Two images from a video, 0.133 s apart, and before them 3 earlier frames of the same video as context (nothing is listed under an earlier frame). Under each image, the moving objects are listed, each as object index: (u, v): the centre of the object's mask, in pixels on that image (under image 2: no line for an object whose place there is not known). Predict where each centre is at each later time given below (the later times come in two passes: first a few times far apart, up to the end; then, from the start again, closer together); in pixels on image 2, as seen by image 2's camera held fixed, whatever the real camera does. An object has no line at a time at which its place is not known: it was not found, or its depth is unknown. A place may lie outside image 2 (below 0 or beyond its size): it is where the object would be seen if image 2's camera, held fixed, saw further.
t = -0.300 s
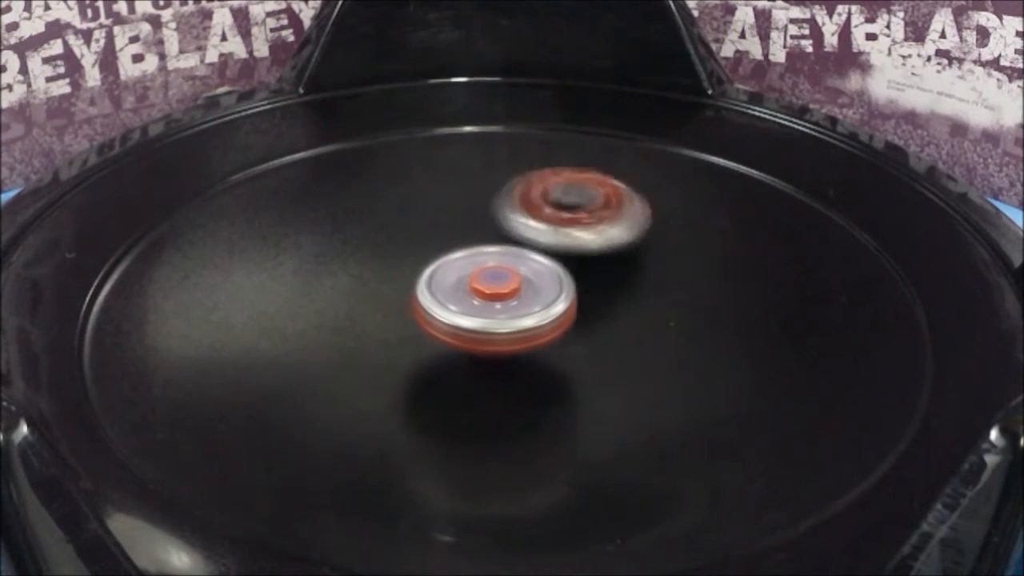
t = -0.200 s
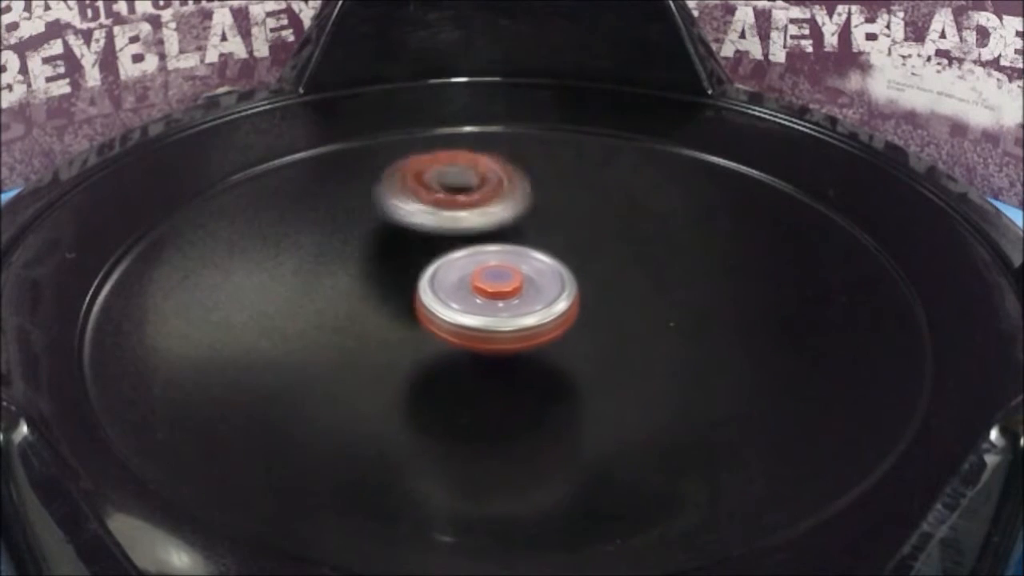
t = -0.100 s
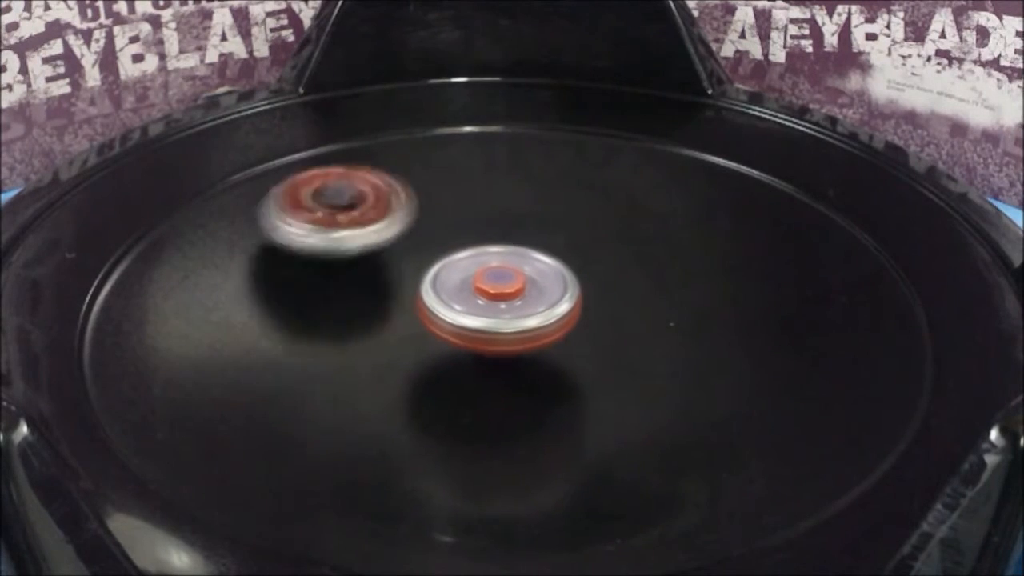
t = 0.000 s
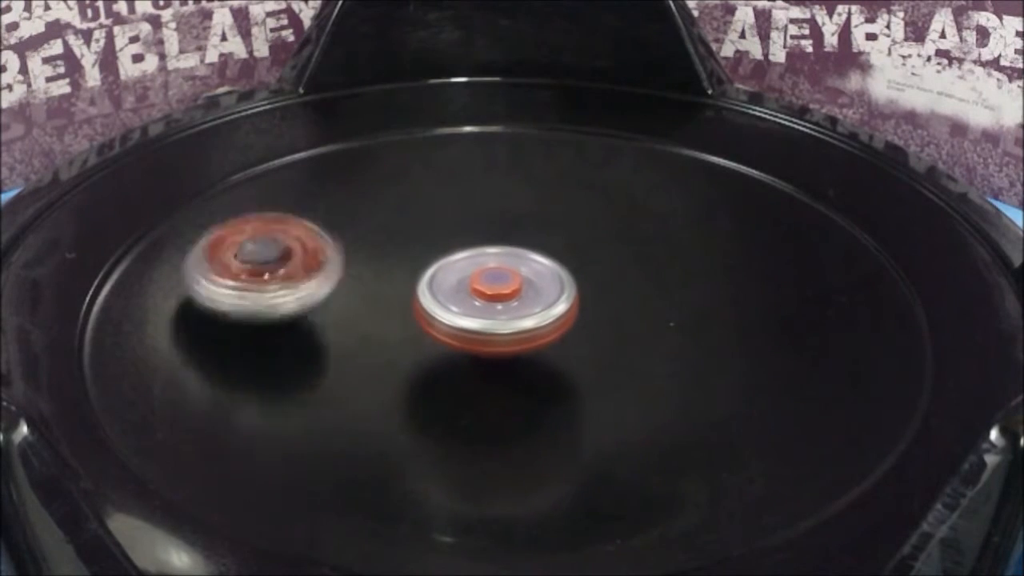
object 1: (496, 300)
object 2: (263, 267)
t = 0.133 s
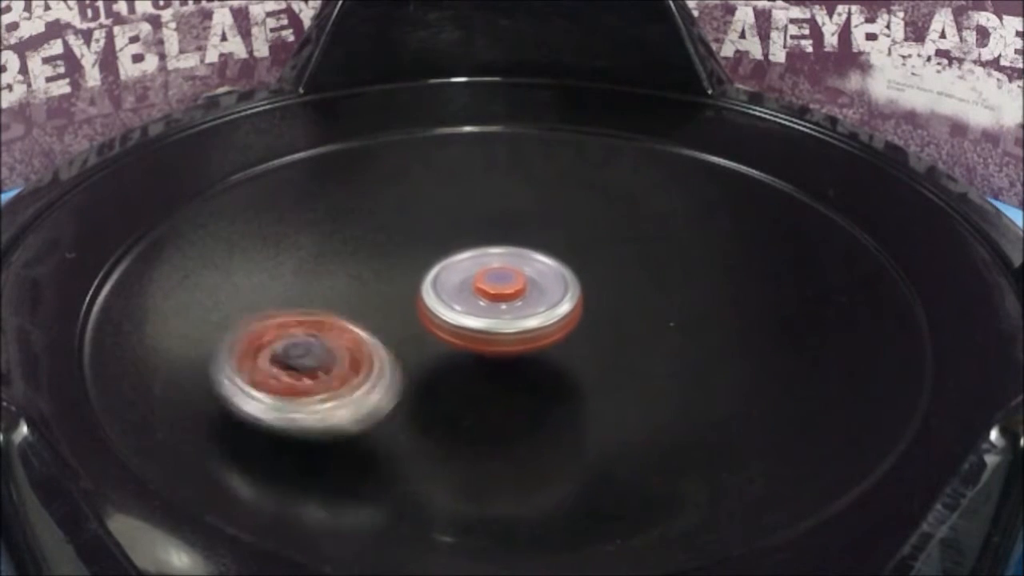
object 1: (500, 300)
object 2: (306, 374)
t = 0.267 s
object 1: (501, 303)
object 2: (507, 422)
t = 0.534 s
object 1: (503, 305)
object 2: (694, 267)
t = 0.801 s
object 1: (500, 307)
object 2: (434, 187)
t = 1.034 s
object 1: (502, 310)
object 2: (301, 328)
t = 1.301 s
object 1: (503, 306)
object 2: (643, 402)
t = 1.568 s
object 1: (491, 306)
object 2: (665, 231)
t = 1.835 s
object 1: (492, 306)
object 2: (362, 236)
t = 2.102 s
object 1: (489, 302)
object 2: (408, 418)
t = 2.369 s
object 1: (490, 301)
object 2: (711, 342)
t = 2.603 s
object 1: (490, 299)
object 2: (552, 217)
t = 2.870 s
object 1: (490, 299)
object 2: (288, 291)
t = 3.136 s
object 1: (494, 299)
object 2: (516, 430)
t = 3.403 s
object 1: (496, 301)
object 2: (660, 275)
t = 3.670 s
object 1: (500, 304)
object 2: (393, 212)
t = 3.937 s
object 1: (500, 306)
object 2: (330, 373)
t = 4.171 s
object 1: (499, 308)
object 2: (640, 377)
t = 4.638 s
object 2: (374, 221)
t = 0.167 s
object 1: (502, 301)
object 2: (346, 396)
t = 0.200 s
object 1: (502, 302)
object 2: (394, 411)
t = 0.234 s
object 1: (502, 303)
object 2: (449, 420)
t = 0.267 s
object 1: (501, 303)
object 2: (507, 422)
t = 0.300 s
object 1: (501, 303)
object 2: (559, 417)
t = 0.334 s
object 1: (502, 303)
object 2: (607, 404)
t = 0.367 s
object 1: (502, 303)
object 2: (646, 386)
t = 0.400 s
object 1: (504, 304)
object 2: (676, 364)
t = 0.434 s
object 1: (504, 305)
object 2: (695, 340)
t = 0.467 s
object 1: (504, 305)
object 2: (704, 315)
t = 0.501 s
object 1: (503, 305)
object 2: (703, 290)
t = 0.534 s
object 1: (503, 305)
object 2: (694, 267)
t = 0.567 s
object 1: (503, 305)
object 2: (677, 246)
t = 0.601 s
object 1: (503, 306)
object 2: (654, 226)
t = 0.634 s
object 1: (503, 306)
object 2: (626, 210)
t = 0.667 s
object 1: (504, 306)
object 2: (592, 197)
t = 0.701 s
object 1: (503, 307)
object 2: (555, 188)
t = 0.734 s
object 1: (502, 307)
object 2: (514, 183)
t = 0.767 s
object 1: (501, 307)
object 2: (474, 183)
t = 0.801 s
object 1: (500, 307)
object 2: (434, 187)
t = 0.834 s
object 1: (500, 307)
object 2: (396, 196)
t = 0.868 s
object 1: (501, 307)
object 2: (361, 210)
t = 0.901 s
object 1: (502, 308)
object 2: (331, 228)
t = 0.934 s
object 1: (502, 309)
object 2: (309, 250)
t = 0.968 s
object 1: (501, 309)
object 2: (296, 274)
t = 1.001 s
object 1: (502, 310)
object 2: (293, 301)
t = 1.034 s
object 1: (502, 310)
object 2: (301, 328)
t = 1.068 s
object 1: (504, 310)
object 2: (323, 357)
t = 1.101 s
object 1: (505, 312)
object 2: (352, 380)
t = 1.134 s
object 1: (504, 312)
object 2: (392, 400)
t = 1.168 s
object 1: (503, 310)
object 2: (440, 414)
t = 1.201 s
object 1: (501, 308)
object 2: (493, 422)
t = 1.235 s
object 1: (501, 307)
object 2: (547, 423)
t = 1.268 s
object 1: (502, 306)
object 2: (597, 416)
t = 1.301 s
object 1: (503, 306)
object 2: (643, 402)
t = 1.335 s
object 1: (503, 306)
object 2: (680, 384)
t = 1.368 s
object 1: (503, 306)
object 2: (707, 362)
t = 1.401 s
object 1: (501, 307)
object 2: (722, 339)
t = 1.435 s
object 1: (499, 308)
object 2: (729, 315)
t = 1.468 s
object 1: (496, 308)
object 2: (724, 292)
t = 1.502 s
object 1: (494, 308)
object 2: (712, 269)
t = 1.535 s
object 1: (492, 307)
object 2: (691, 249)
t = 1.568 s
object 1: (491, 306)
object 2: (665, 231)
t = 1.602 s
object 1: (490, 305)
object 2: (633, 217)
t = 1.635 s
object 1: (491, 304)
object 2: (597, 207)
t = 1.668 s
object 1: (492, 304)
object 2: (557, 201)
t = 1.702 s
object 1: (493, 304)
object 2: (515, 199)
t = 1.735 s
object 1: (494, 304)
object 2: (475, 202)
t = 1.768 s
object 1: (494, 305)
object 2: (434, 209)
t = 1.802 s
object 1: (493, 305)
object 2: (395, 221)
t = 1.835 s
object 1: (492, 306)
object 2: (362, 236)
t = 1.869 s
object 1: (490, 306)
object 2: (336, 255)
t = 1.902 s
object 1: (488, 305)
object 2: (316, 277)
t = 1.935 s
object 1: (487, 304)
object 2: (306, 301)
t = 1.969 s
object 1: (487, 303)
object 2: (305, 328)
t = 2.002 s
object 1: (488, 302)
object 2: (314, 354)
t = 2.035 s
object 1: (488, 302)
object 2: (336, 379)
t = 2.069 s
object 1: (489, 302)
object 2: (367, 400)
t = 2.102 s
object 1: (489, 302)
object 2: (408, 418)
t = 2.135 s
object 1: (488, 302)
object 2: (456, 430)
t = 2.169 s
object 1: (487, 303)
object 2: (509, 435)
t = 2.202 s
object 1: (486, 302)
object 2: (561, 433)
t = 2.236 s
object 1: (485, 302)
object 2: (609, 423)
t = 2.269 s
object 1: (486, 301)
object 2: (650, 408)
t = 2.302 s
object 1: (487, 300)
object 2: (682, 388)
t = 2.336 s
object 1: (489, 300)
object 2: (702, 365)
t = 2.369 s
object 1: (490, 301)
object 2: (711, 342)
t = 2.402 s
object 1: (490, 302)
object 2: (710, 317)
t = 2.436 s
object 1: (488, 302)
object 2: (700, 295)
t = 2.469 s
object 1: (486, 302)
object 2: (681, 273)
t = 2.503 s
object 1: (486, 301)
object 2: (656, 254)
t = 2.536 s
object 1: (486, 299)
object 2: (625, 239)
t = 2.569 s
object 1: (488, 299)
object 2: (591, 226)
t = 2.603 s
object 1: (490, 299)
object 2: (552, 217)
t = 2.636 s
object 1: (492, 299)
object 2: (513, 212)
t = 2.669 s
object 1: (493, 300)
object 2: (471, 211)
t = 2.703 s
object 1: (493, 300)
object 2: (430, 215)
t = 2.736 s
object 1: (493, 300)
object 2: (392, 224)
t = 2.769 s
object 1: (492, 300)
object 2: (358, 235)
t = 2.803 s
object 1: (491, 300)
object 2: (326, 250)
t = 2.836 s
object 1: (490, 299)
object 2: (304, 269)
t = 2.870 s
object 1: (490, 299)
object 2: (288, 291)
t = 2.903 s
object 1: (491, 298)
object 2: (280, 314)
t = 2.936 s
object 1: (492, 298)
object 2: (284, 340)
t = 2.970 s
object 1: (494, 298)
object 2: (301, 366)
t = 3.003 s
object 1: (496, 298)
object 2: (327, 390)
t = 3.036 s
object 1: (497, 299)
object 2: (364, 408)
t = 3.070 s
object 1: (496, 299)
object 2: (411, 422)
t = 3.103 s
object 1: (495, 300)
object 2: (462, 429)
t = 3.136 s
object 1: (494, 299)
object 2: (516, 430)
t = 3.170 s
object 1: (494, 299)
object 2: (565, 423)
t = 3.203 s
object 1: (496, 298)
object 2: (608, 408)
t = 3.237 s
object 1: (498, 298)
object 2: (642, 390)
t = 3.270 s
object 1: (500, 299)
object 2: (665, 368)
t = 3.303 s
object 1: (501, 300)
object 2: (677, 344)
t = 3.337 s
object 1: (500, 301)
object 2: (680, 320)
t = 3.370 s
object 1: (497, 302)
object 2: (674, 297)
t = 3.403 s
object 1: (496, 301)
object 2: (660, 275)
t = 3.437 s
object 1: (495, 300)
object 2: (639, 255)
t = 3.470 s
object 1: (497, 300)
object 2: (613, 238)
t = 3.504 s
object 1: (499, 300)
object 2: (581, 224)
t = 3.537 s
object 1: (501, 300)
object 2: (545, 212)
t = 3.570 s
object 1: (502, 301)
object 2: (507, 206)
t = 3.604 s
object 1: (502, 303)
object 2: (468, 204)
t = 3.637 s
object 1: (501, 303)
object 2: (430, 206)
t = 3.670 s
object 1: (500, 304)
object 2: (393, 212)
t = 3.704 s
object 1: (499, 303)
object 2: (358, 222)
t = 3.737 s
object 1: (500, 303)
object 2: (327, 236)
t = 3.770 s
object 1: (501, 302)
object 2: (304, 253)
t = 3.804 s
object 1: (504, 302)
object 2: (288, 274)
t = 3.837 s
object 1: (504, 304)
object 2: (281, 298)
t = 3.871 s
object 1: (504, 305)
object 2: (286, 326)
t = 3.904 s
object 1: (502, 306)
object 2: (302, 350)
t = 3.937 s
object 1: (500, 306)
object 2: (330, 373)
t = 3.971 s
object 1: (500, 305)
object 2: (368, 393)
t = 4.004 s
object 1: (501, 304)
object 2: (414, 407)
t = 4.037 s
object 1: (502, 304)
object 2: (465, 415)
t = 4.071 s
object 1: (503, 303)
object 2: (516, 415)
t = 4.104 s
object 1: (502, 304)
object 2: (564, 407)
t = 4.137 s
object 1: (501, 307)
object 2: (606, 394)
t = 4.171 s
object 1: (499, 308)
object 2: (640, 377)
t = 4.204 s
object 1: (498, 308)
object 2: (664, 355)
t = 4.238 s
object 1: (498, 307)
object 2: (679, 333)
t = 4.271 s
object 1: (500, 307)
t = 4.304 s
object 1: (503, 307)
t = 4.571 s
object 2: (447, 202)
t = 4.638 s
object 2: (374, 221)
